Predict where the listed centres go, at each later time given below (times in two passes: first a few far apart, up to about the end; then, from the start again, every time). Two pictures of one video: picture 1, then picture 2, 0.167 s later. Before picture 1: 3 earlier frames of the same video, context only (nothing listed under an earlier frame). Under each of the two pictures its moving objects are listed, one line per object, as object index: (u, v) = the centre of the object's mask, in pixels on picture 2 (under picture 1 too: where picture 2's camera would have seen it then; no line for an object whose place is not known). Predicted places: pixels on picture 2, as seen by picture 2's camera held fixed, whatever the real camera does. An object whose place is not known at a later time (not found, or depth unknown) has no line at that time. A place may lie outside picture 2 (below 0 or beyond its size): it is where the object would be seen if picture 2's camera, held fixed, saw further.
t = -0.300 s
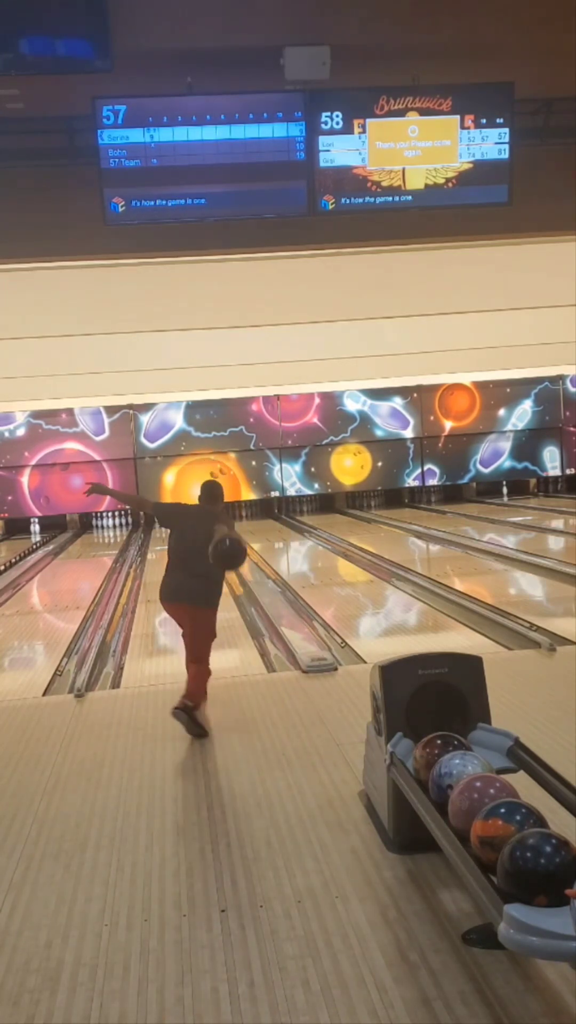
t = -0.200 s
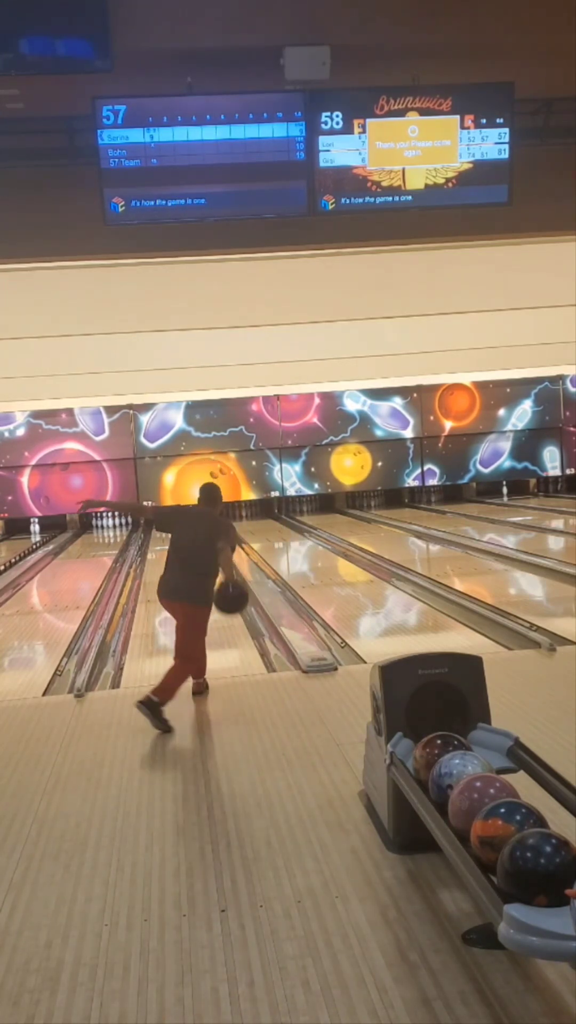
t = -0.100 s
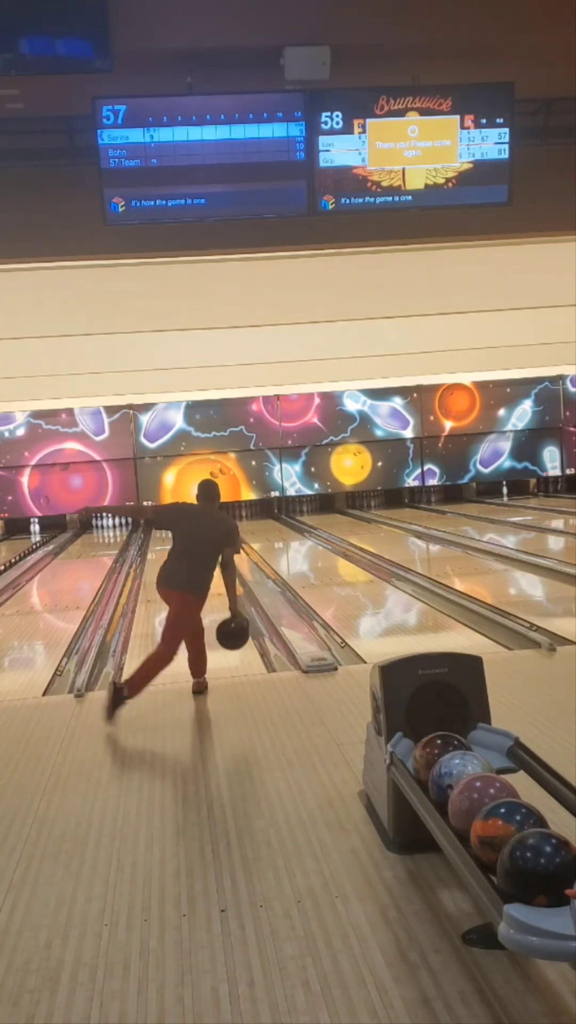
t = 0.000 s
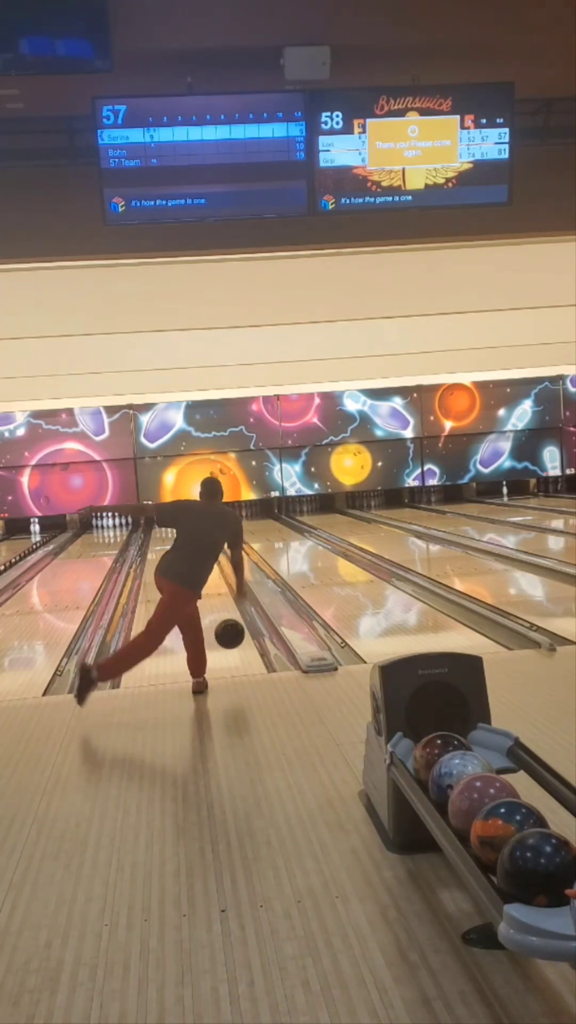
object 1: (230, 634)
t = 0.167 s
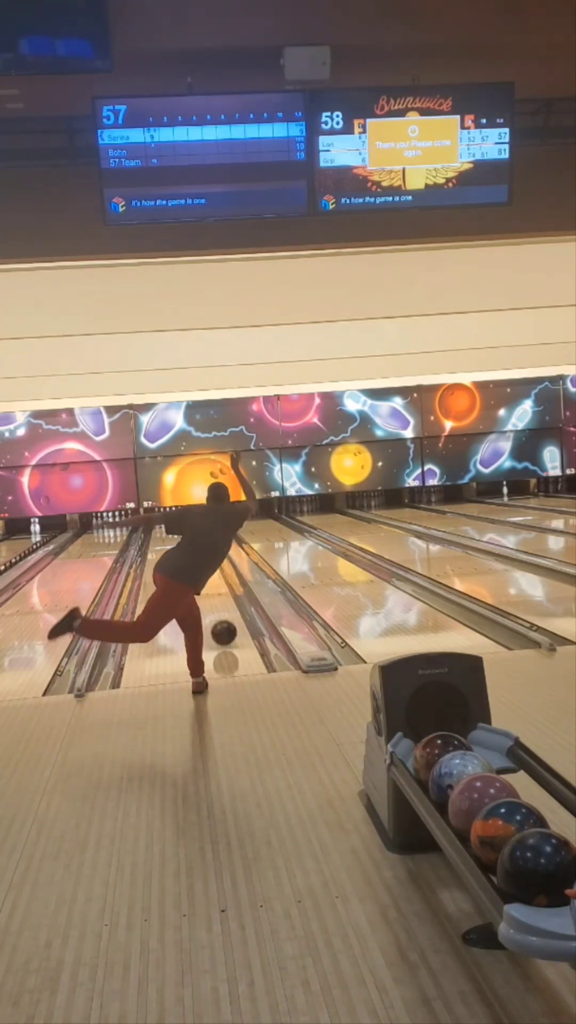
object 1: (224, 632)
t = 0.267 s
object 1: (220, 619)
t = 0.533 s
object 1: (213, 594)
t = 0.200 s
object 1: (222, 627)
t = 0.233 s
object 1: (221, 622)
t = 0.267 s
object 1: (220, 619)
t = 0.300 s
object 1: (219, 617)
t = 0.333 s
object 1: (218, 613)
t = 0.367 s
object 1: (217, 609)
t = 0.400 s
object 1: (216, 606)
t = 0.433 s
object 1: (215, 603)
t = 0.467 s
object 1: (214, 599)
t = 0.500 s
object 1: (213, 596)
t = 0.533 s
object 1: (213, 594)
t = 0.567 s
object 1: (213, 591)
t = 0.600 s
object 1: (213, 589)
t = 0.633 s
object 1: (212, 587)
